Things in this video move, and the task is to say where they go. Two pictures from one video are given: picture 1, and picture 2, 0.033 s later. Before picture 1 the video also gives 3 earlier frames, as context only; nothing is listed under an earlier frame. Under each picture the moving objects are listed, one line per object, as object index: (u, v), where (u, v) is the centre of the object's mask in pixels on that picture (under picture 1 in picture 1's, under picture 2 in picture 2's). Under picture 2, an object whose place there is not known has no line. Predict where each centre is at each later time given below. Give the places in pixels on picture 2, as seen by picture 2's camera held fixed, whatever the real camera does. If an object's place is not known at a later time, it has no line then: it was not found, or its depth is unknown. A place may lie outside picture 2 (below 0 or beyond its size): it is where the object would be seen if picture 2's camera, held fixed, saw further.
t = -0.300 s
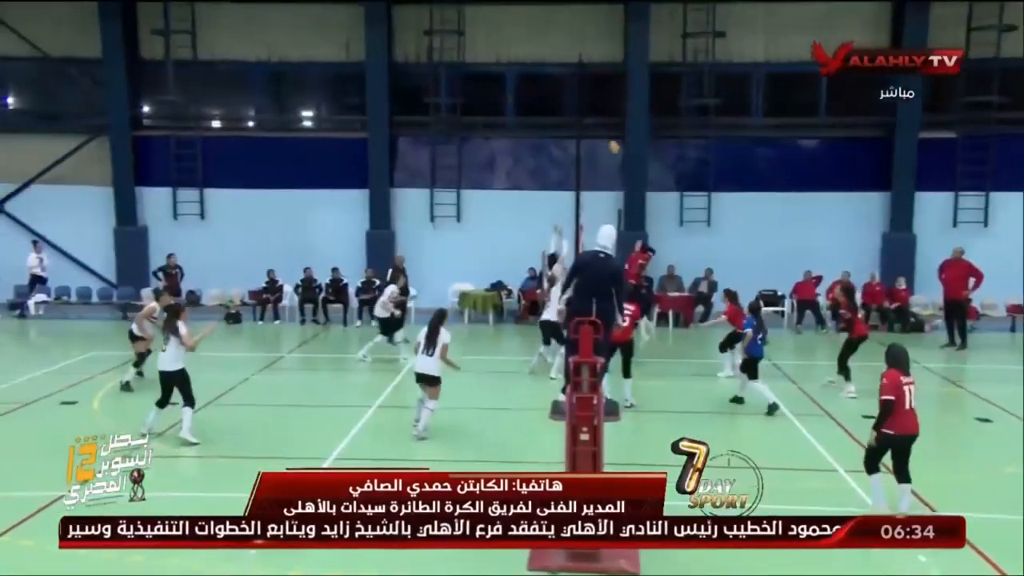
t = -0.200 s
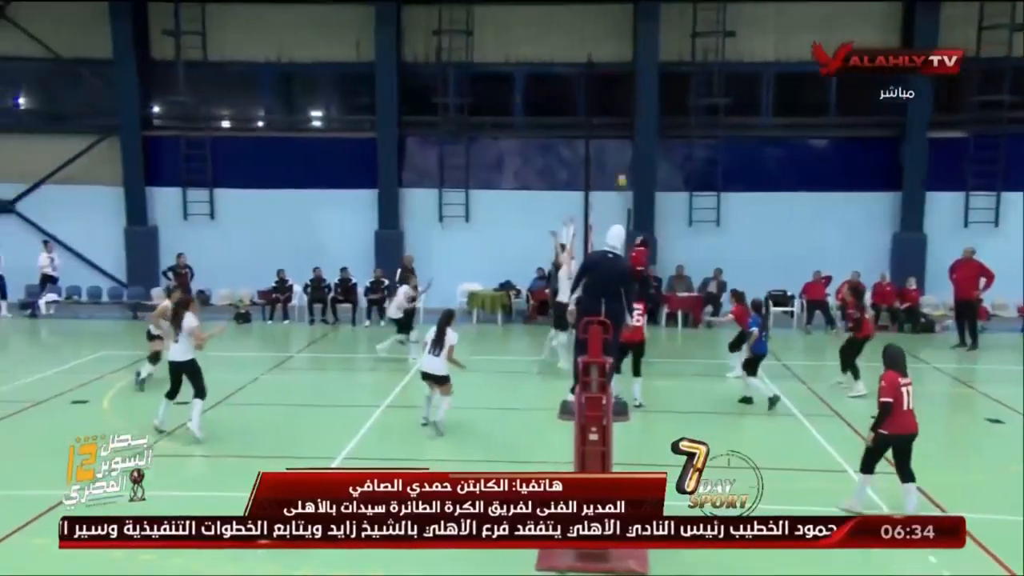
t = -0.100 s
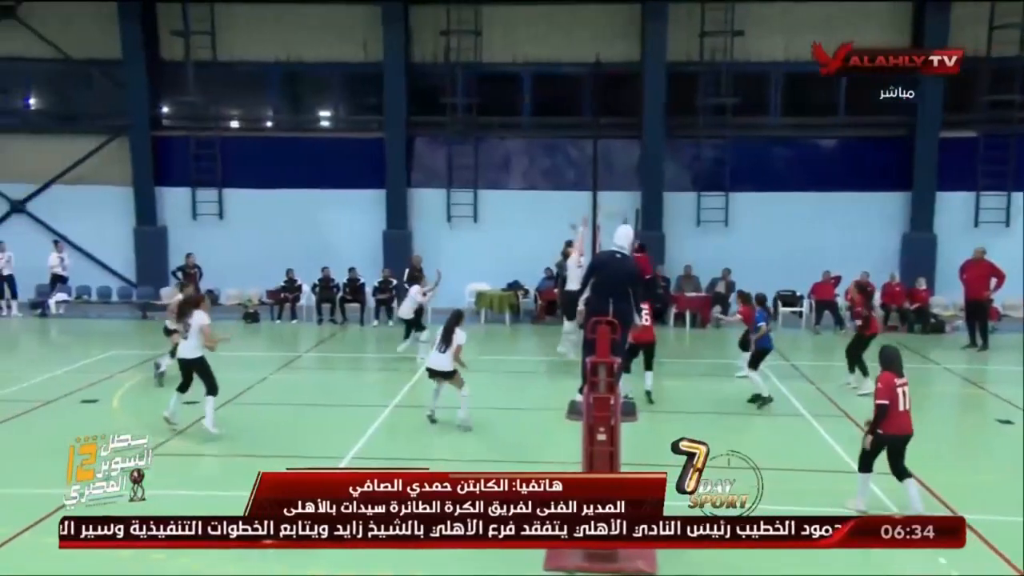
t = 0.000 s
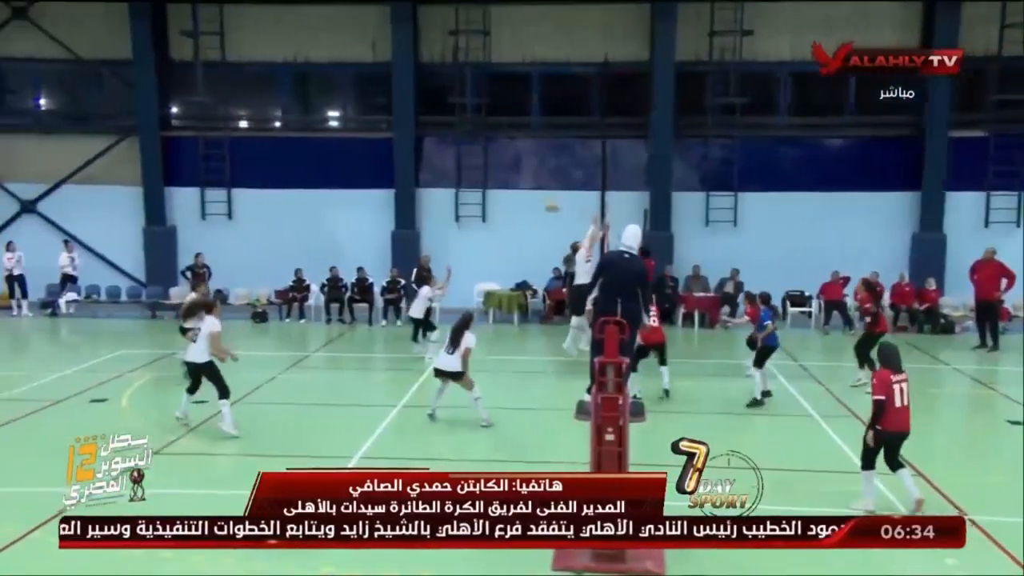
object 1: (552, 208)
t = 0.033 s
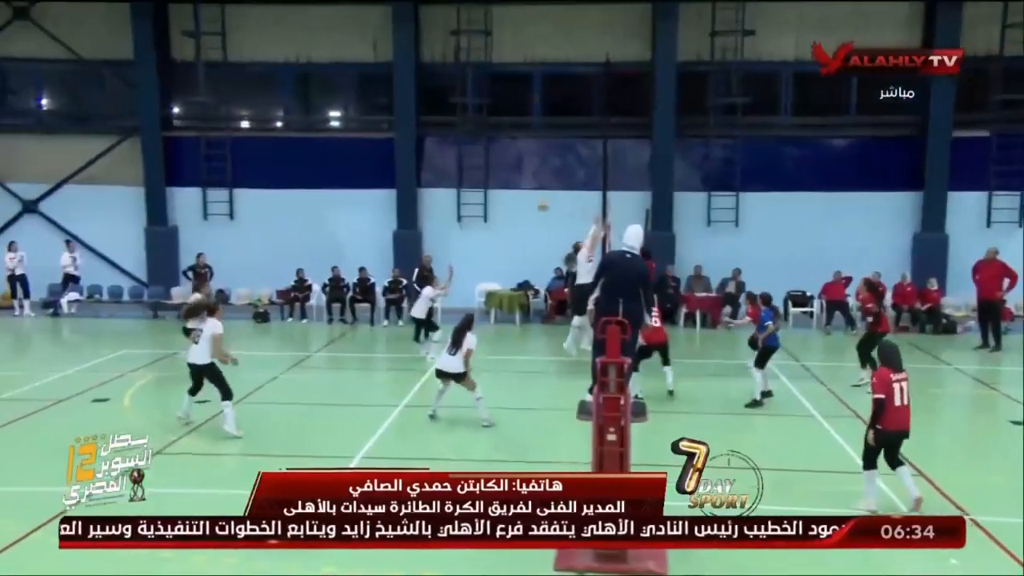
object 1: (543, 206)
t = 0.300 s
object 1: (385, 212)
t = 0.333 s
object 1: (373, 215)
